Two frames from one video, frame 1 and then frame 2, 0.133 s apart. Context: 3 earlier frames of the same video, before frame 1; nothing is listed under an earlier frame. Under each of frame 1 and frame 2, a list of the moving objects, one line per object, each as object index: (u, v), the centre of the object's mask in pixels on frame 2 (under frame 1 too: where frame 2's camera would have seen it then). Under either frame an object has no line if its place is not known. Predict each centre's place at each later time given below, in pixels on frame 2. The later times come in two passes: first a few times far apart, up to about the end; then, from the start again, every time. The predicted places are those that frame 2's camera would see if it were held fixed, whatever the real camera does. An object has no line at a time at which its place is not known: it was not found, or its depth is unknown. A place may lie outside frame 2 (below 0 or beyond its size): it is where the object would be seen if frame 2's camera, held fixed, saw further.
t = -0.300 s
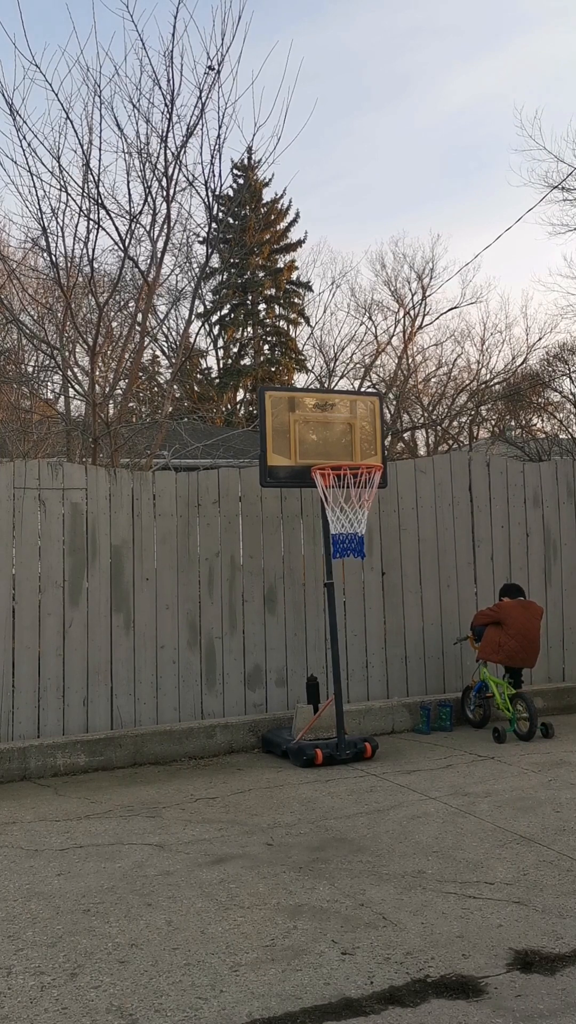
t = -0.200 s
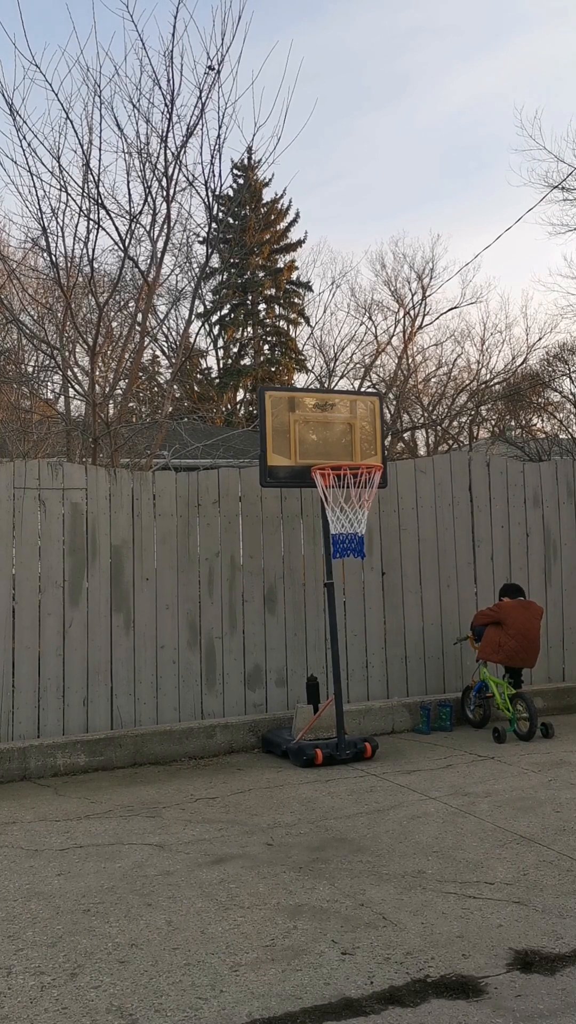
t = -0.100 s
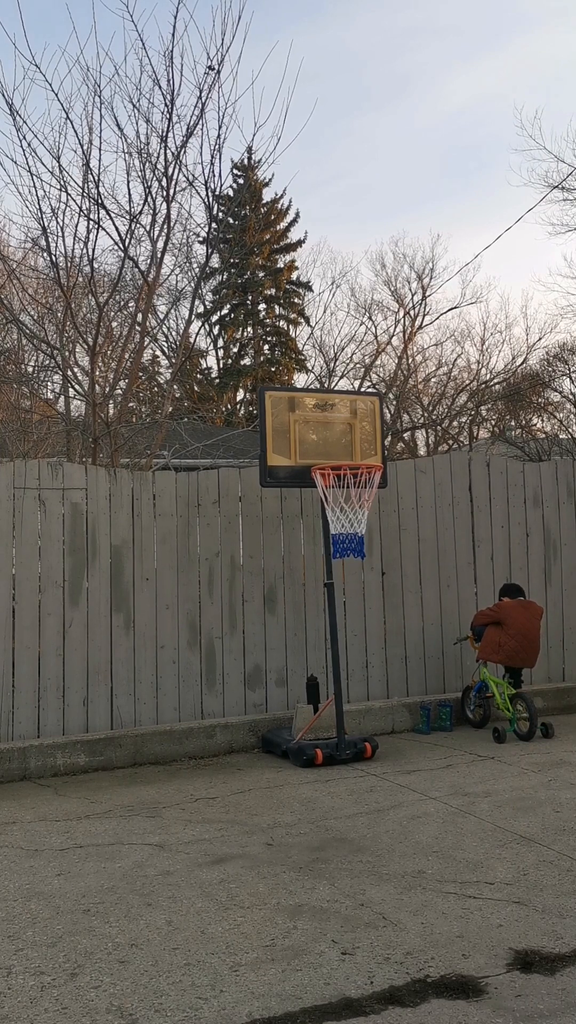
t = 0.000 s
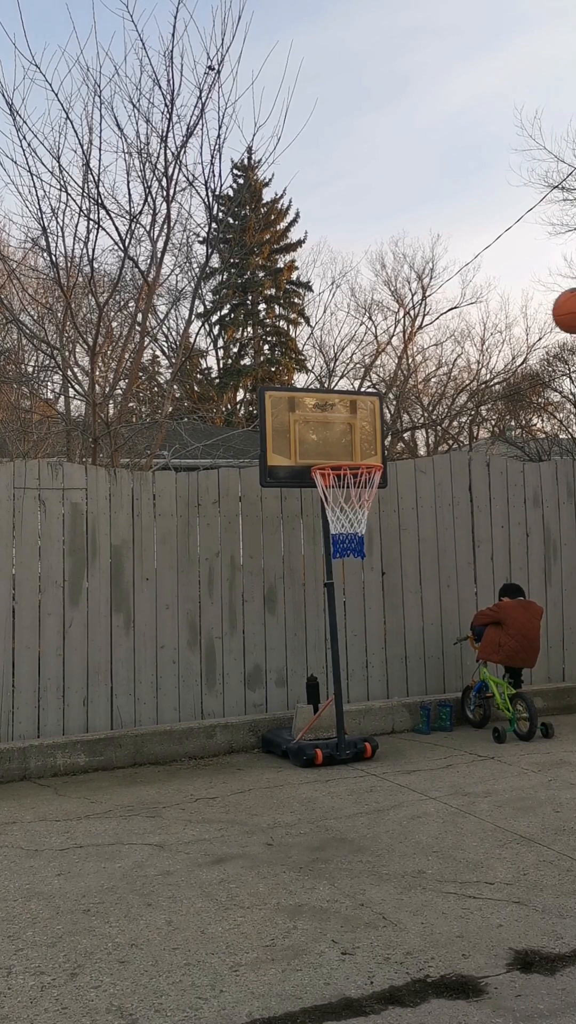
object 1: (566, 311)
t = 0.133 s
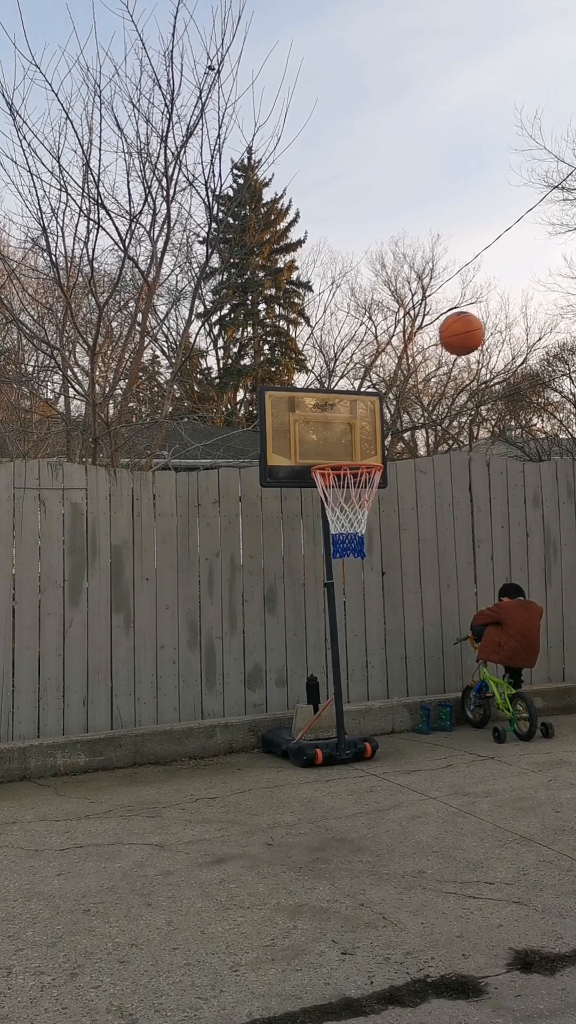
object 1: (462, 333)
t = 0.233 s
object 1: (385, 370)
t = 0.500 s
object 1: (274, 471)
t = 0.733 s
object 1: (210, 599)
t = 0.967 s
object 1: (146, 727)
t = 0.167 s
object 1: (435, 344)
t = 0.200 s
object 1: (409, 356)
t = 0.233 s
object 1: (385, 370)
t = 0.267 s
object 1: (360, 386)
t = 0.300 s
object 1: (336, 403)
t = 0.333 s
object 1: (319, 417)
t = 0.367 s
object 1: (309, 428)
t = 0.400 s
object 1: (301, 439)
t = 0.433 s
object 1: (293, 453)
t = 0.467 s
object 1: (284, 461)
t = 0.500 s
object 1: (274, 471)
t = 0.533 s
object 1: (265, 483)
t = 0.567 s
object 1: (256, 497)
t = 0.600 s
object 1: (247, 513)
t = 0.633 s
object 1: (238, 531)
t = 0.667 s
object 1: (228, 552)
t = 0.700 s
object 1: (219, 574)
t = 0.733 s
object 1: (210, 599)
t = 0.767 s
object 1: (201, 627)
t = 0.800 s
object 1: (192, 656)
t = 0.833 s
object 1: (182, 689)
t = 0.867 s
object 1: (173, 724)
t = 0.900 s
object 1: (163, 761)
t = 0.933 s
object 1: (155, 755)
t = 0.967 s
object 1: (146, 727)
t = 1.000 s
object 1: (138, 700)
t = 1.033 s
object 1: (130, 675)
